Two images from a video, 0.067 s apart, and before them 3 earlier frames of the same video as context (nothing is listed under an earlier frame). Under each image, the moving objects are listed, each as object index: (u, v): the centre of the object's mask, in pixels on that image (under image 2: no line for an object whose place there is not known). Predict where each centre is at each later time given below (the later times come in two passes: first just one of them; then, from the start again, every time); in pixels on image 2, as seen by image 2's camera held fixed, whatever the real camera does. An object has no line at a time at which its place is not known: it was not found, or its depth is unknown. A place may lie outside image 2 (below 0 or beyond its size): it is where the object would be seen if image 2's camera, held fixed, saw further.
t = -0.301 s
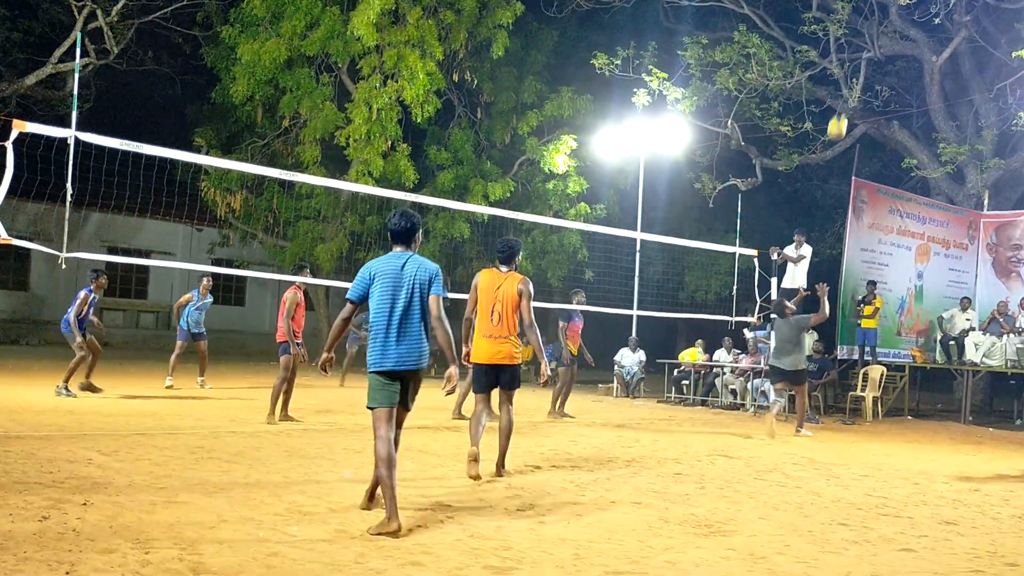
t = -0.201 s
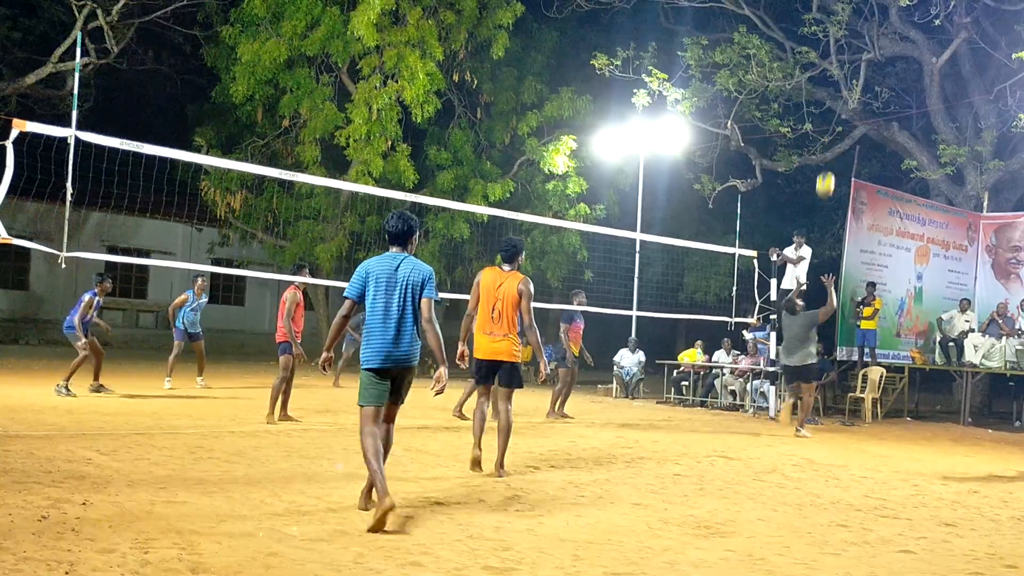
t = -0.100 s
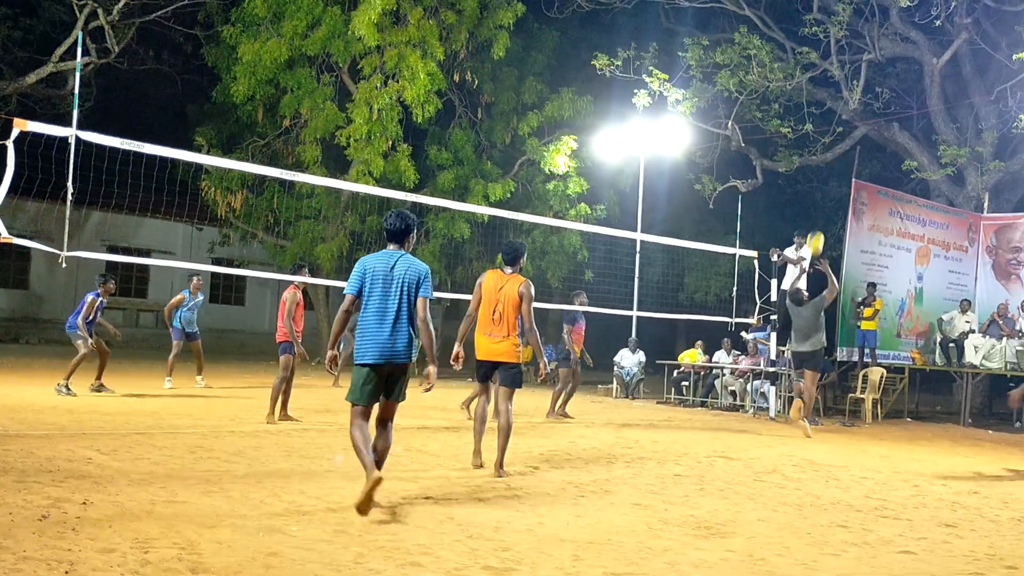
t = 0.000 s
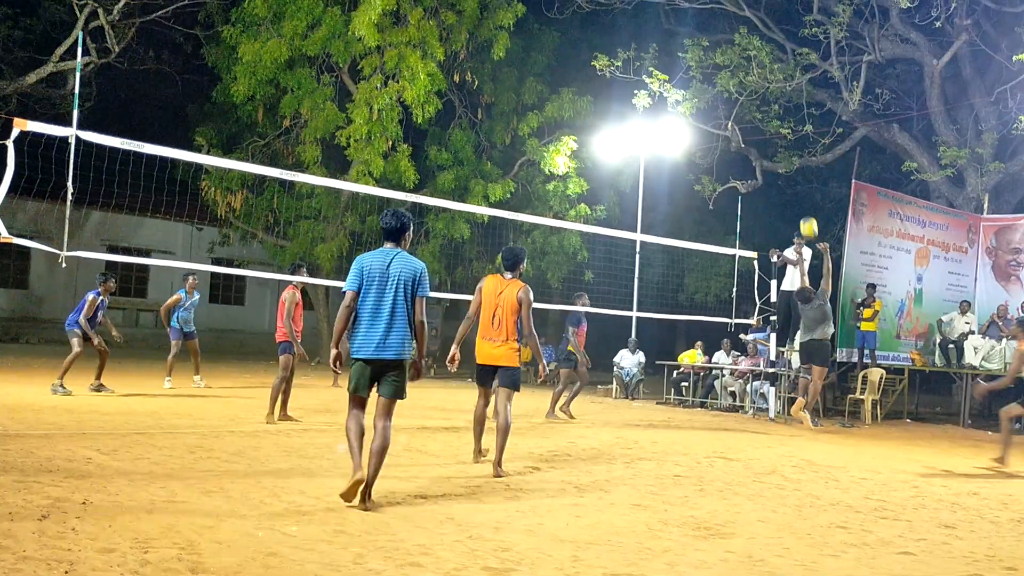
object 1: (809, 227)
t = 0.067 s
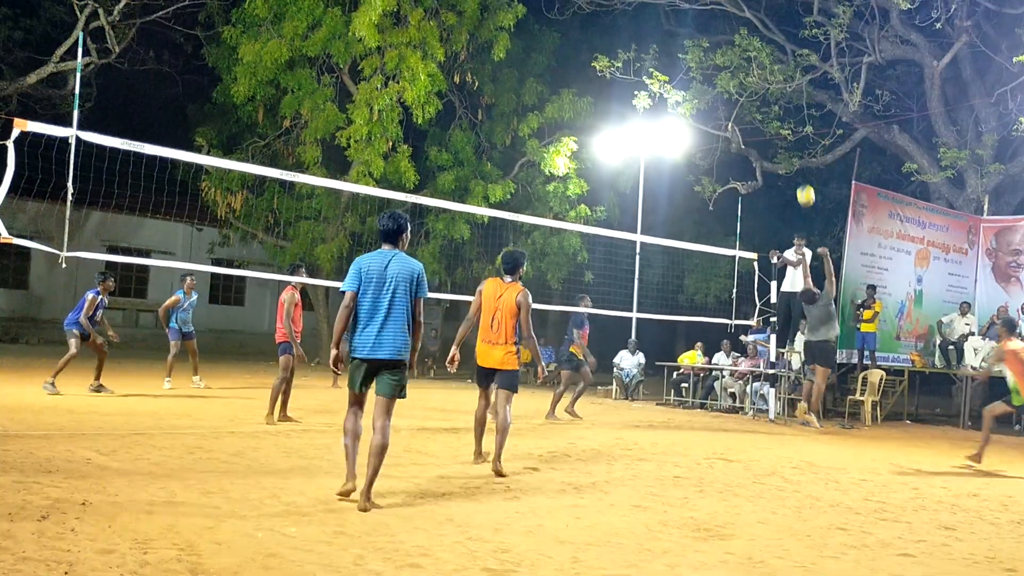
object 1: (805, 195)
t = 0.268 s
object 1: (796, 115)
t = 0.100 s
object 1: (804, 179)
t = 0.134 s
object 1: (802, 165)
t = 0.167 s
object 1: (801, 151)
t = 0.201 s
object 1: (799, 139)
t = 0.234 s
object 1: (797, 126)
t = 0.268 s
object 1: (796, 115)
